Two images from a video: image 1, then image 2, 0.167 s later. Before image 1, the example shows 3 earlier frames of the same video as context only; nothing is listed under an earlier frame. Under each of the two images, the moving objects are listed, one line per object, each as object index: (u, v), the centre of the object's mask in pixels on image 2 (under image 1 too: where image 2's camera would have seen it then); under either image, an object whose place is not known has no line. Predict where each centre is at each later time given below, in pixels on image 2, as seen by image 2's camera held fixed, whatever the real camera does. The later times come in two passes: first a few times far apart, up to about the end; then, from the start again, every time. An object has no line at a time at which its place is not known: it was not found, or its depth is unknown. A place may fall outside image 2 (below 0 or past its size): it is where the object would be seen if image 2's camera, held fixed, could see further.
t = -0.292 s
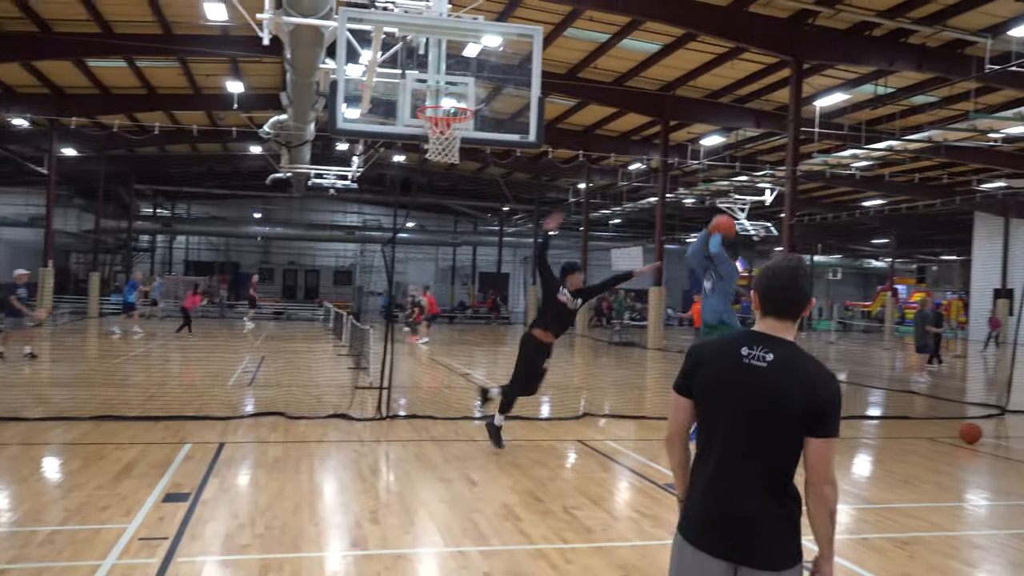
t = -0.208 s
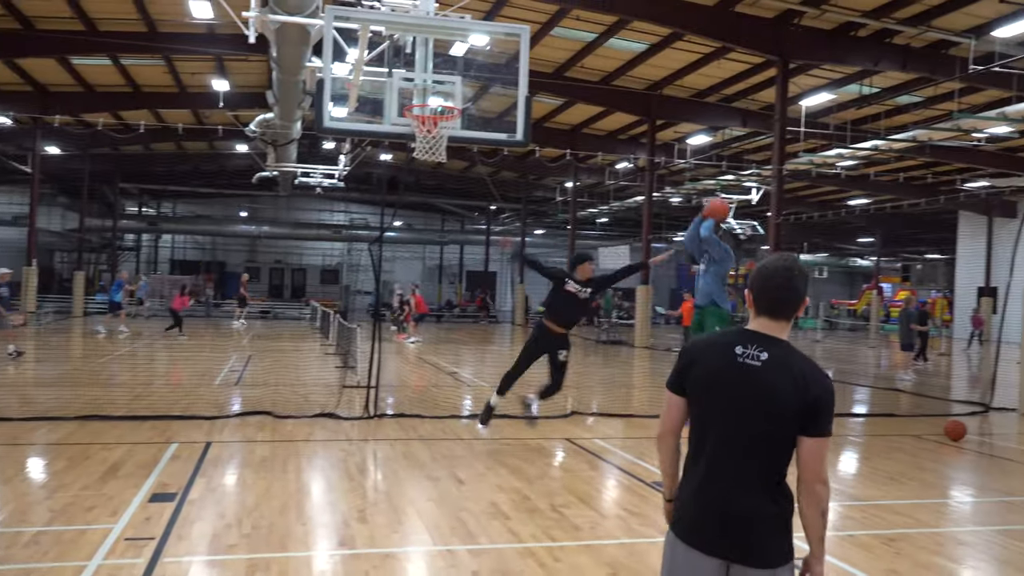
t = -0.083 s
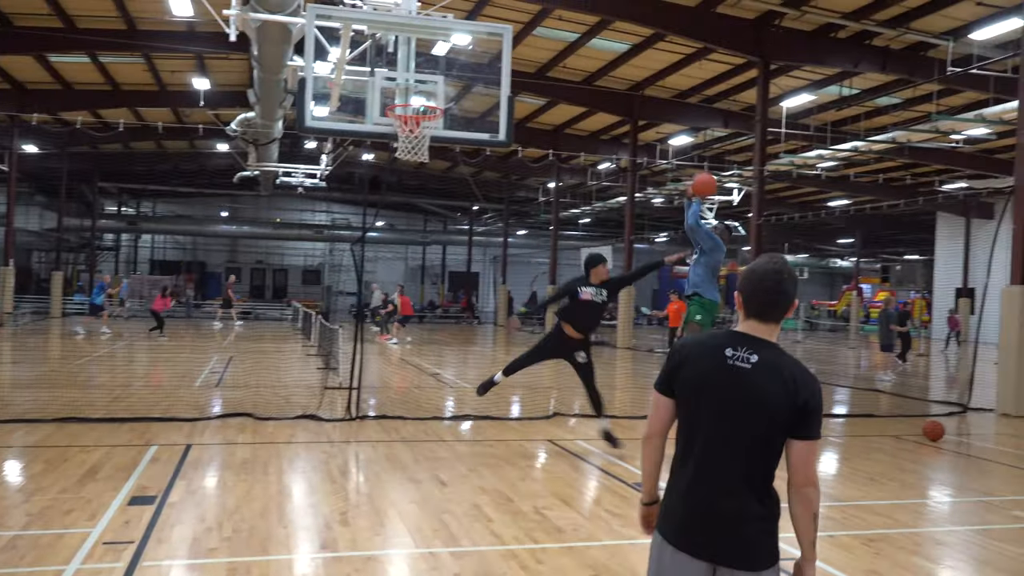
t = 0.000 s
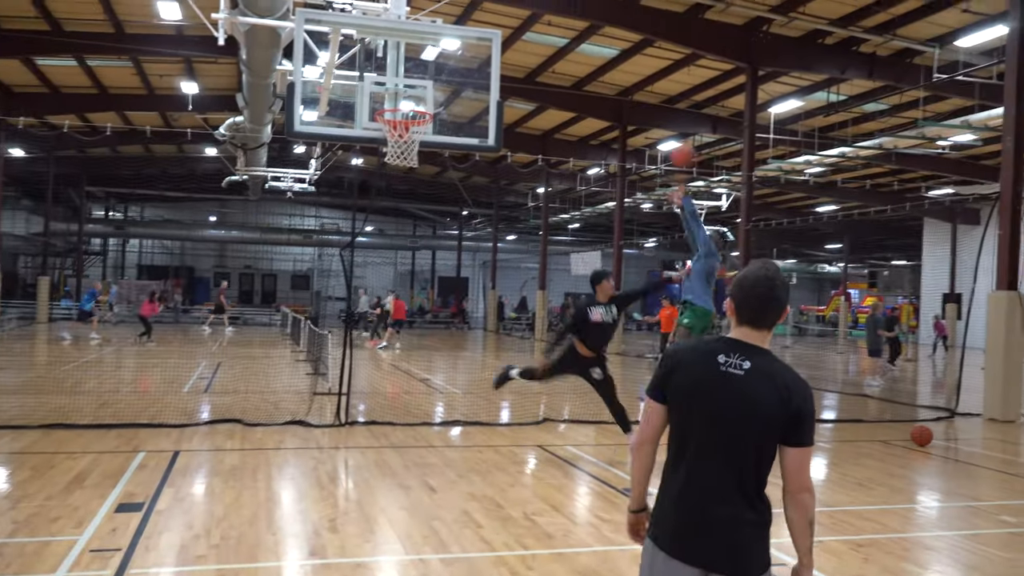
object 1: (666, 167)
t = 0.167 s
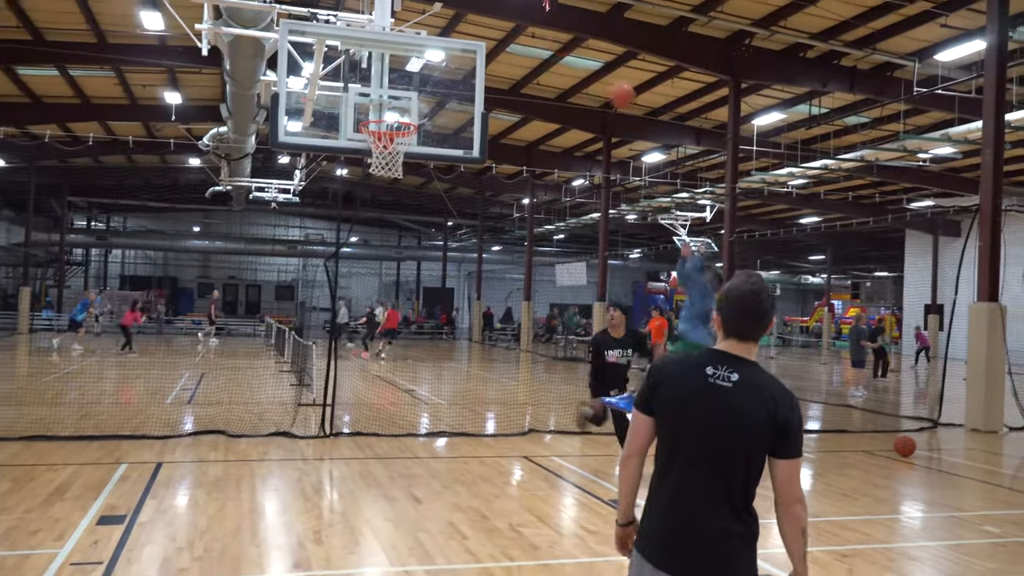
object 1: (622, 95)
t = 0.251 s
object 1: (598, 69)
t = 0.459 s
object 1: (537, 33)
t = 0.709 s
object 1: (456, 52)
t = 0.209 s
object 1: (608, 80)
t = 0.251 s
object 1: (598, 69)
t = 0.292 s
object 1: (587, 58)
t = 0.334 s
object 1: (574, 49)
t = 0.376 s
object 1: (563, 42)
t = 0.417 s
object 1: (550, 37)
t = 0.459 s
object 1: (537, 33)
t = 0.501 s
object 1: (524, 31)
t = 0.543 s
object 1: (511, 31)
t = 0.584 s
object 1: (498, 34)
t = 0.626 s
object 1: (484, 38)
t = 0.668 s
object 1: (470, 43)
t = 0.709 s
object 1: (456, 52)
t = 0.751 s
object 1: (442, 62)
